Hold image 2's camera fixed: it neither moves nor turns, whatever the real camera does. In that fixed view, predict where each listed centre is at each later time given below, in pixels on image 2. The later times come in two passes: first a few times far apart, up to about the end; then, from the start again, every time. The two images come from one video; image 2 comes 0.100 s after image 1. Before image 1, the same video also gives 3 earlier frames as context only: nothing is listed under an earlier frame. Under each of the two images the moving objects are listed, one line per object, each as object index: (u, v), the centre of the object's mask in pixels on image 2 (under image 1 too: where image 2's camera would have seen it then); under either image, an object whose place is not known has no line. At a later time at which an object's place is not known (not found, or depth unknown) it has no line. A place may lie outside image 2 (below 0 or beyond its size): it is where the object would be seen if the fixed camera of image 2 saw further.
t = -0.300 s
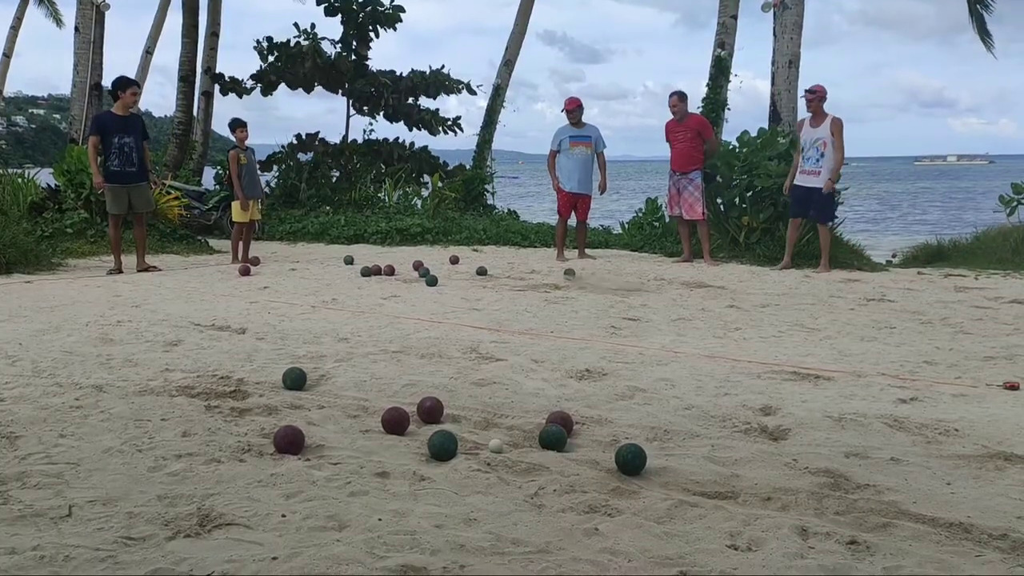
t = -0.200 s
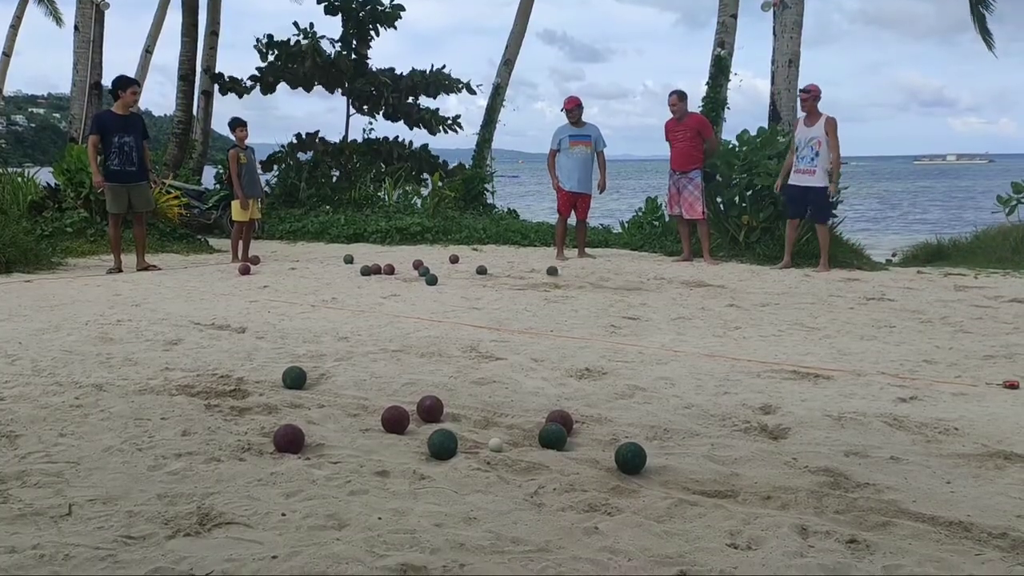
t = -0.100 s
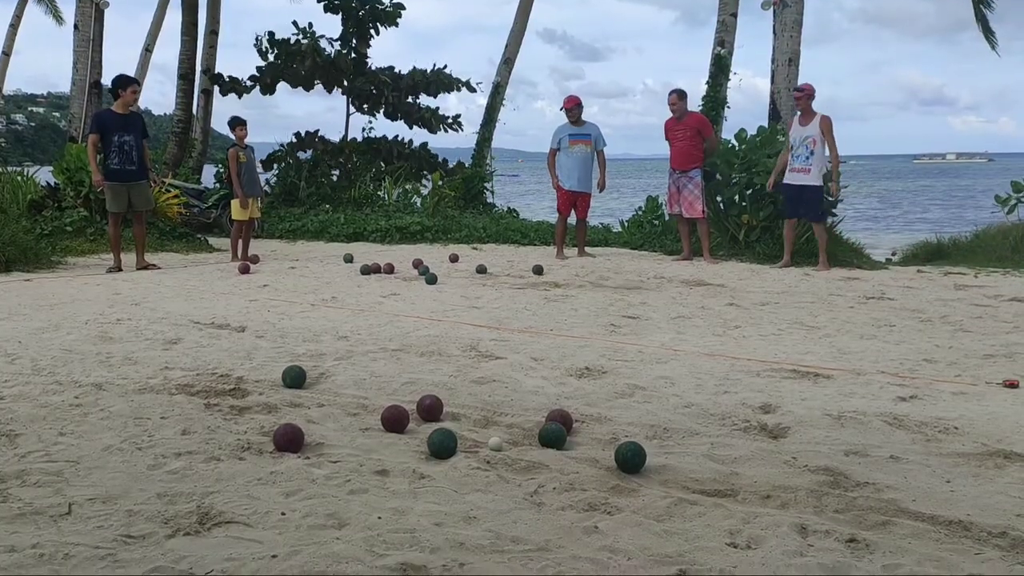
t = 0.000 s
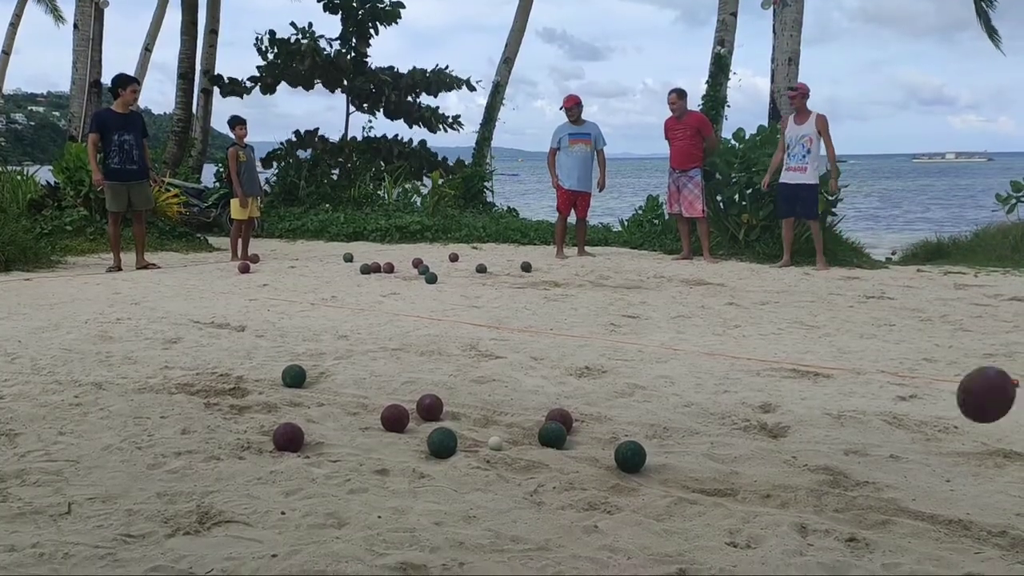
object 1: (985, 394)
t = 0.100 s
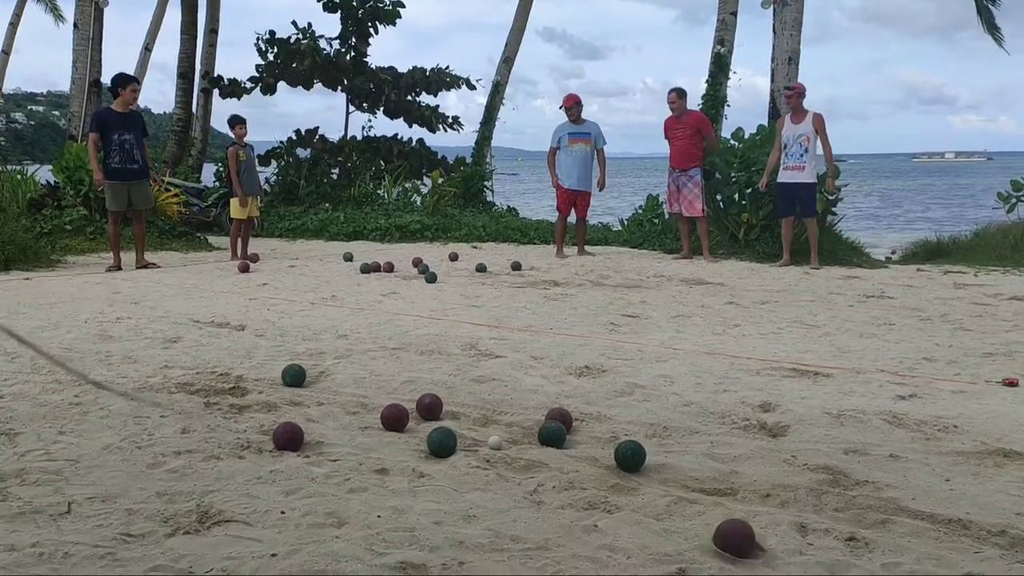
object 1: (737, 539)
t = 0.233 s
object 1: (609, 484)
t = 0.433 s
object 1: (497, 434)
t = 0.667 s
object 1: (425, 404)
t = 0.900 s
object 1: (383, 402)
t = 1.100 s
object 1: (369, 405)
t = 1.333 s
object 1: (359, 404)
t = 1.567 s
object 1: (361, 404)
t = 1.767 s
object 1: (361, 404)
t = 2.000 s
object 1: (361, 404)
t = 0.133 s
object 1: (700, 520)
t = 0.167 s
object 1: (670, 502)
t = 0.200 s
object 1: (641, 491)
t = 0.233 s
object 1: (609, 484)
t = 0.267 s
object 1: (585, 475)
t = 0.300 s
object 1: (564, 466)
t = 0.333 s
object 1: (545, 457)
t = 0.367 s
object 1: (527, 450)
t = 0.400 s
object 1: (511, 444)
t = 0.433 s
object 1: (497, 434)
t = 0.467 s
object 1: (483, 427)
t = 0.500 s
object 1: (470, 423)
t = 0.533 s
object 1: (458, 421)
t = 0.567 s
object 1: (446, 414)
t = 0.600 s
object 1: (435, 409)
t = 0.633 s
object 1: (428, 405)
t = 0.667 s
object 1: (425, 404)
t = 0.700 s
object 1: (416, 406)
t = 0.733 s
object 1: (413, 409)
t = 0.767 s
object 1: (409, 407)
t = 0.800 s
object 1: (403, 402)
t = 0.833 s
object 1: (395, 400)
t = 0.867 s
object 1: (389, 401)
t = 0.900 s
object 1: (383, 402)
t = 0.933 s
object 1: (381, 403)
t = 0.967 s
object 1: (378, 403)
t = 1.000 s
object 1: (376, 404)
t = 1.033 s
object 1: (373, 405)
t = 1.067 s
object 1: (371, 405)
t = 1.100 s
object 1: (369, 405)
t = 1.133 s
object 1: (367, 405)
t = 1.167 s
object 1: (365, 405)
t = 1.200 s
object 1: (363, 405)
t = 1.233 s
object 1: (362, 405)
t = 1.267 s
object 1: (360, 405)
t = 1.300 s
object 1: (359, 405)
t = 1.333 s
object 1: (359, 404)
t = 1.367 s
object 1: (359, 404)
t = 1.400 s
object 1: (359, 404)
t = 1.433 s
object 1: (359, 404)
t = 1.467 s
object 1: (360, 404)
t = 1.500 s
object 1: (360, 404)
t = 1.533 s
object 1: (361, 404)
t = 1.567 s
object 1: (361, 404)
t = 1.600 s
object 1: (361, 404)
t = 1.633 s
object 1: (361, 404)
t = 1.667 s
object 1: (360, 404)
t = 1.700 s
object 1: (361, 404)
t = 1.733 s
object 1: (361, 404)
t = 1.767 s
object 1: (361, 404)
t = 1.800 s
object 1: (361, 404)
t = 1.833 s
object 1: (361, 404)
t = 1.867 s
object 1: (361, 404)
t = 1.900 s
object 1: (361, 404)
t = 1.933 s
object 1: (361, 404)
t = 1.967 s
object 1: (361, 404)
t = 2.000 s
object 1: (361, 404)
